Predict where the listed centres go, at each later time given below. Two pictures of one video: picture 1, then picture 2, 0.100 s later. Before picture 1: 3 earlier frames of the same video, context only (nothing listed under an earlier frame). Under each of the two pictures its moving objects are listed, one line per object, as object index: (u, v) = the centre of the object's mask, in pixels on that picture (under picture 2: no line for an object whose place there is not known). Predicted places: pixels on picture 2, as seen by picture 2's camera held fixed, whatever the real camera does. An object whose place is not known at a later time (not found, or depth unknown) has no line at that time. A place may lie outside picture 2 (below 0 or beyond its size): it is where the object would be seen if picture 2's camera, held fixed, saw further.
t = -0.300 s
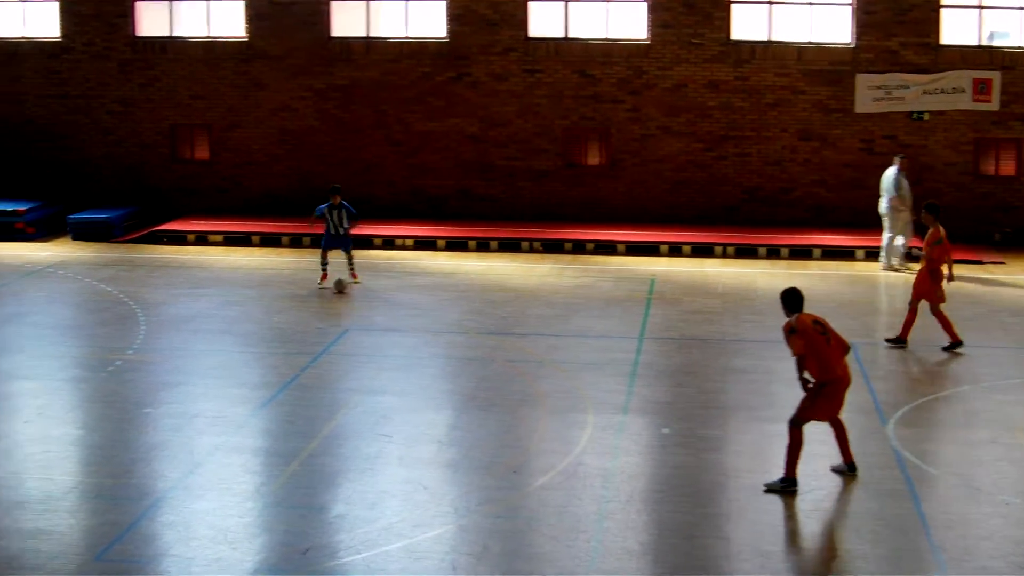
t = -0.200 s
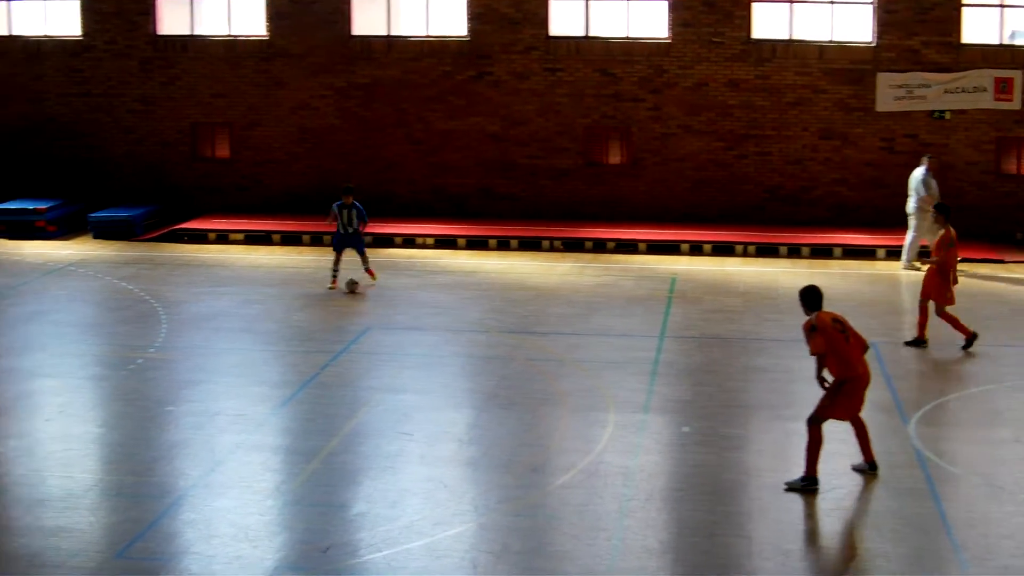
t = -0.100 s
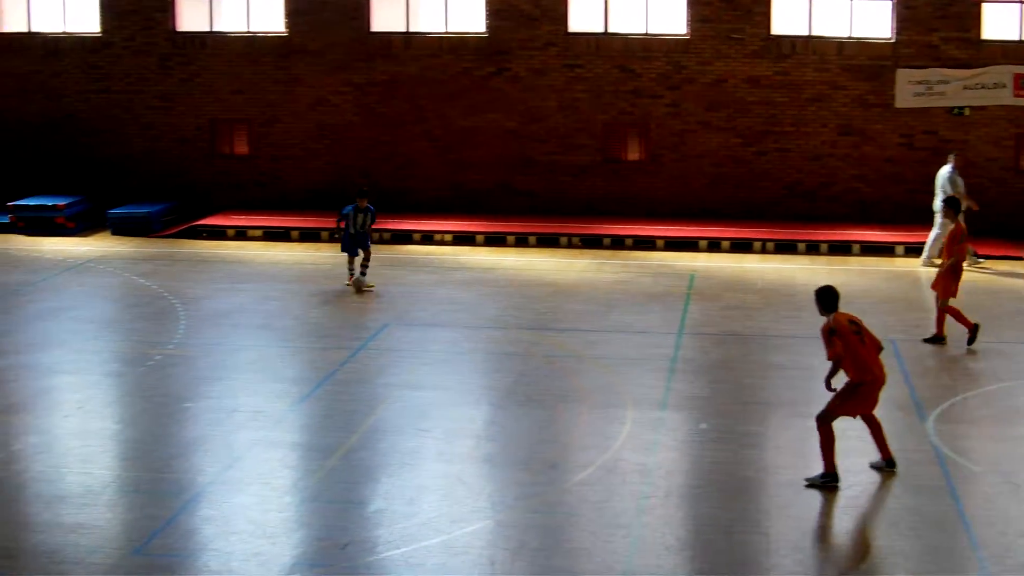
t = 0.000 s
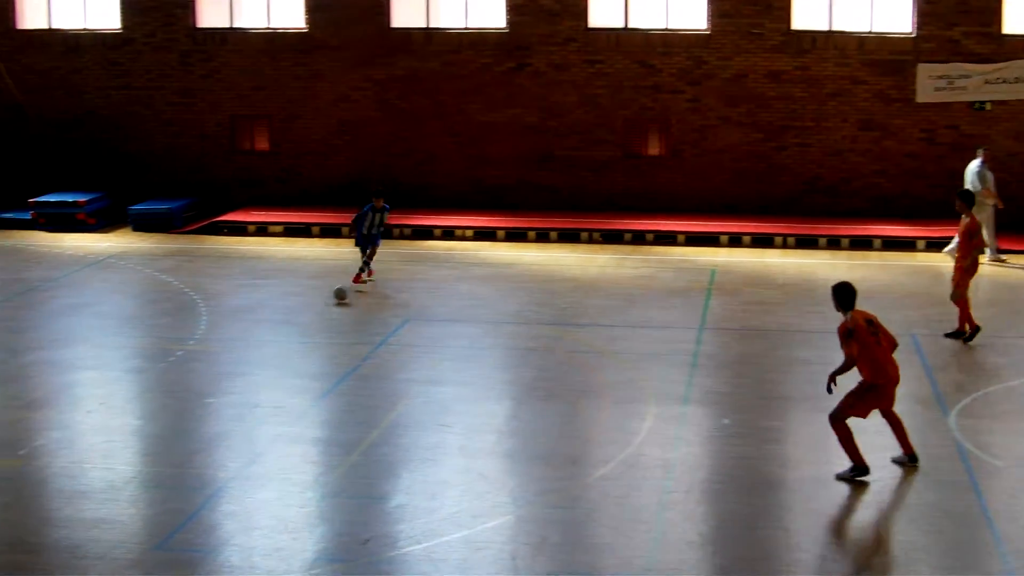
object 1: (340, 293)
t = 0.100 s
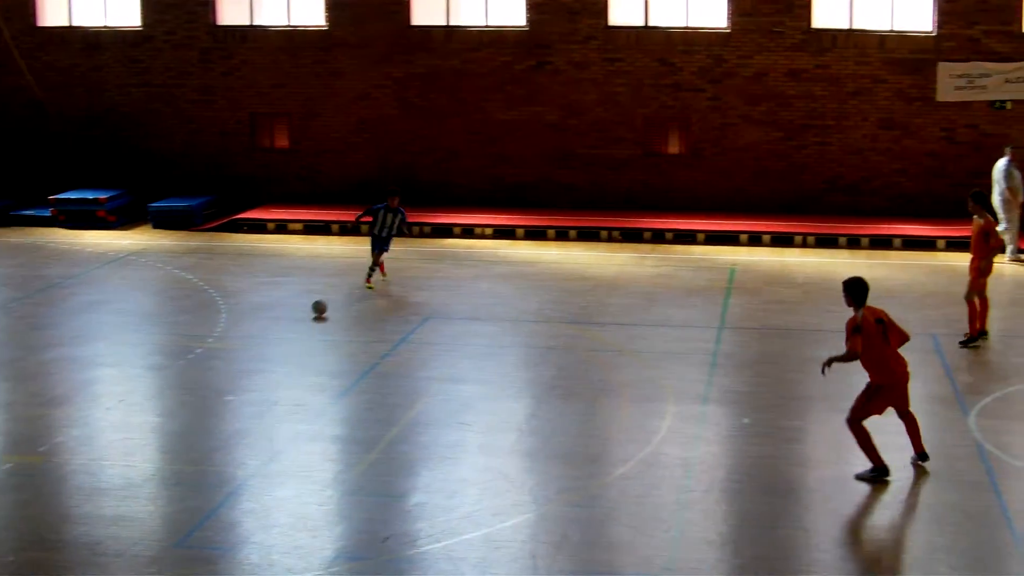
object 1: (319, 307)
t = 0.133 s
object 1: (305, 313)
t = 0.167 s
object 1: (292, 316)
